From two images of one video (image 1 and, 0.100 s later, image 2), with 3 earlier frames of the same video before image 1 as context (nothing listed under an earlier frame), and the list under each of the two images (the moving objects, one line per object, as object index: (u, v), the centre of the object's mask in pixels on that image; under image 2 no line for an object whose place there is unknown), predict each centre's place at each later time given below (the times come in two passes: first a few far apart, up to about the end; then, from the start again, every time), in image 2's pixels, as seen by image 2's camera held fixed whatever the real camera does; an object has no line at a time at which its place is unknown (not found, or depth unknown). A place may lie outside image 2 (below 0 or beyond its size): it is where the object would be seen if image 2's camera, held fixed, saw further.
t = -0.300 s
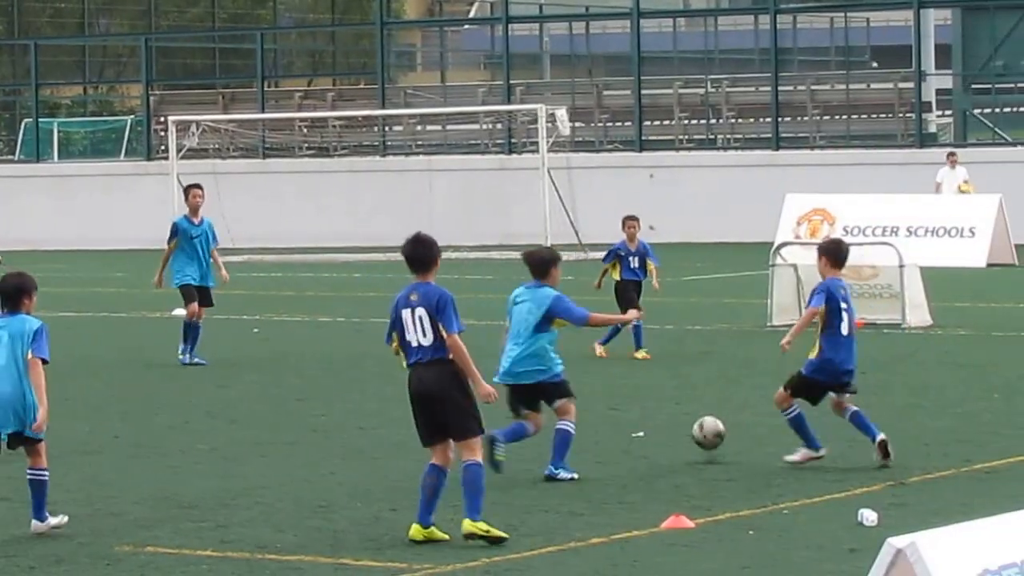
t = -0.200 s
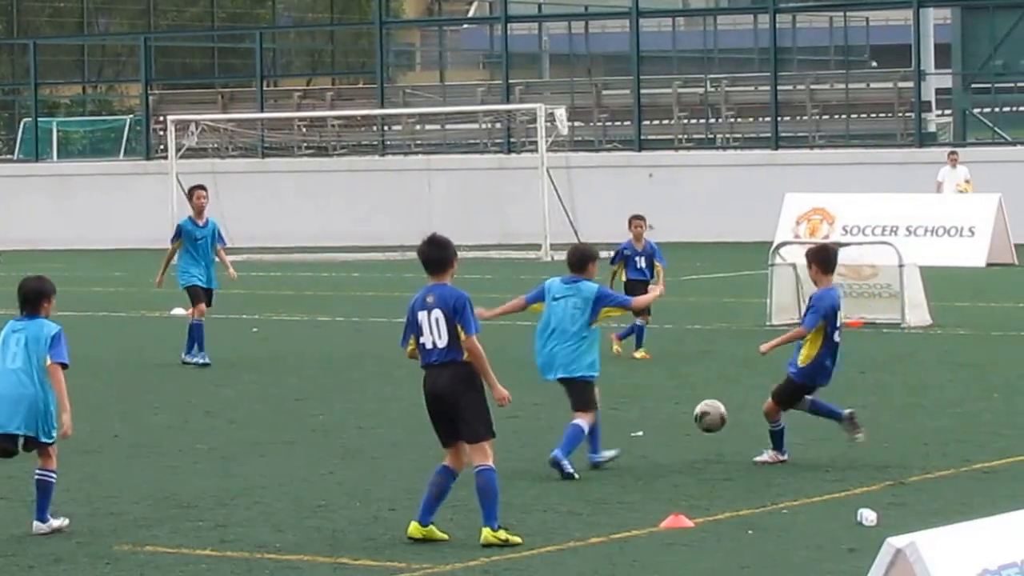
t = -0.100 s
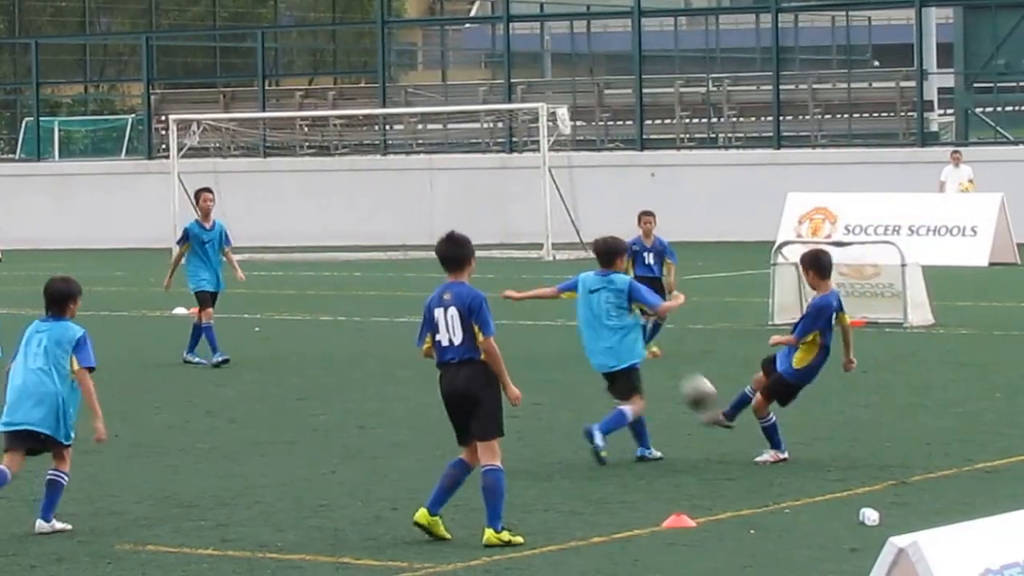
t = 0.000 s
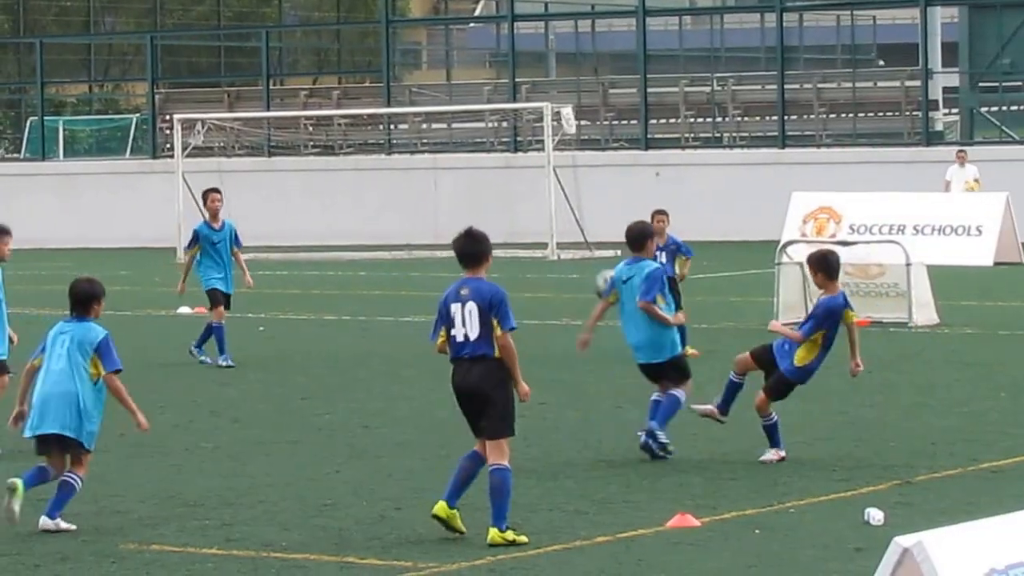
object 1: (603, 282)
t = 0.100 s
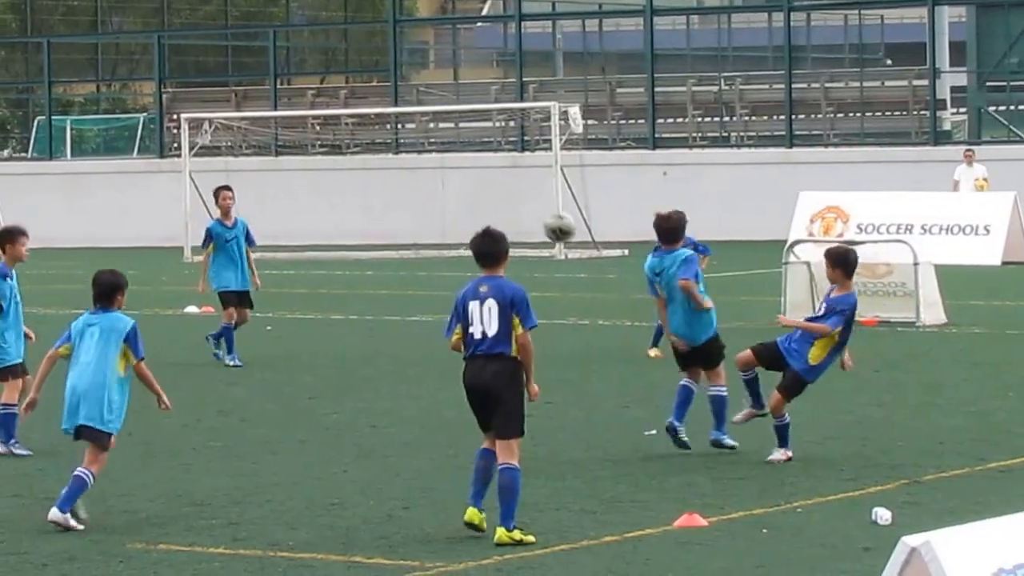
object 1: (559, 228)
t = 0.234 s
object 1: (486, 173)
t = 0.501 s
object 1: (353, 142)
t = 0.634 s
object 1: (292, 163)
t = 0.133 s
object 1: (541, 210)
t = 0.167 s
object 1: (523, 197)
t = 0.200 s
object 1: (504, 184)
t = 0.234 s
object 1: (486, 173)
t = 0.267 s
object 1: (468, 163)
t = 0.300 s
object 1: (450, 156)
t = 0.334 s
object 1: (433, 149)
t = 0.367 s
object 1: (416, 145)
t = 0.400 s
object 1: (400, 142)
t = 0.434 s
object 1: (384, 141)
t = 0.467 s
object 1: (368, 141)
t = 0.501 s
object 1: (353, 142)
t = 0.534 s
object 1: (337, 145)
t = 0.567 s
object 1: (321, 150)
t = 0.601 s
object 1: (307, 156)
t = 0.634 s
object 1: (292, 163)
